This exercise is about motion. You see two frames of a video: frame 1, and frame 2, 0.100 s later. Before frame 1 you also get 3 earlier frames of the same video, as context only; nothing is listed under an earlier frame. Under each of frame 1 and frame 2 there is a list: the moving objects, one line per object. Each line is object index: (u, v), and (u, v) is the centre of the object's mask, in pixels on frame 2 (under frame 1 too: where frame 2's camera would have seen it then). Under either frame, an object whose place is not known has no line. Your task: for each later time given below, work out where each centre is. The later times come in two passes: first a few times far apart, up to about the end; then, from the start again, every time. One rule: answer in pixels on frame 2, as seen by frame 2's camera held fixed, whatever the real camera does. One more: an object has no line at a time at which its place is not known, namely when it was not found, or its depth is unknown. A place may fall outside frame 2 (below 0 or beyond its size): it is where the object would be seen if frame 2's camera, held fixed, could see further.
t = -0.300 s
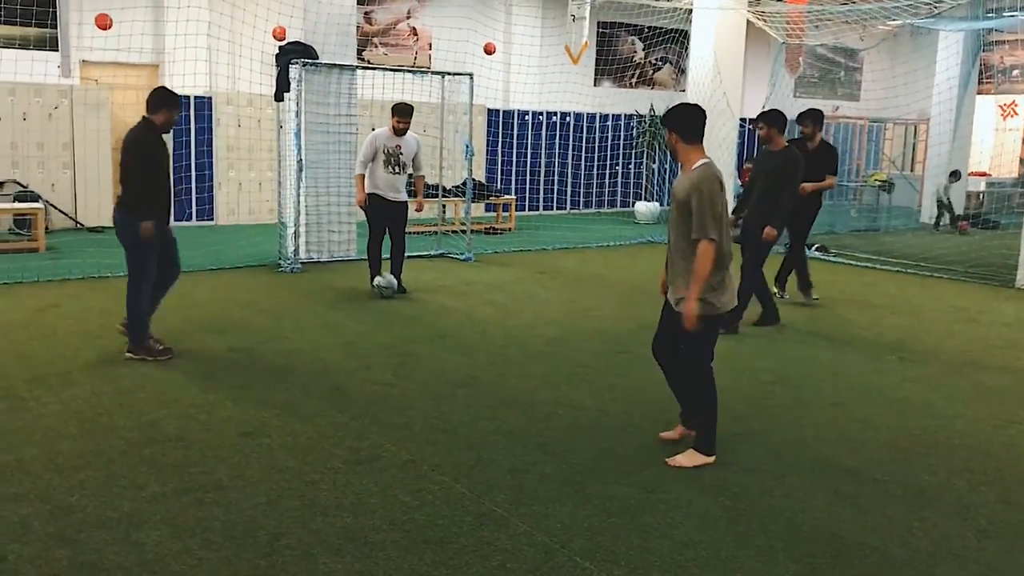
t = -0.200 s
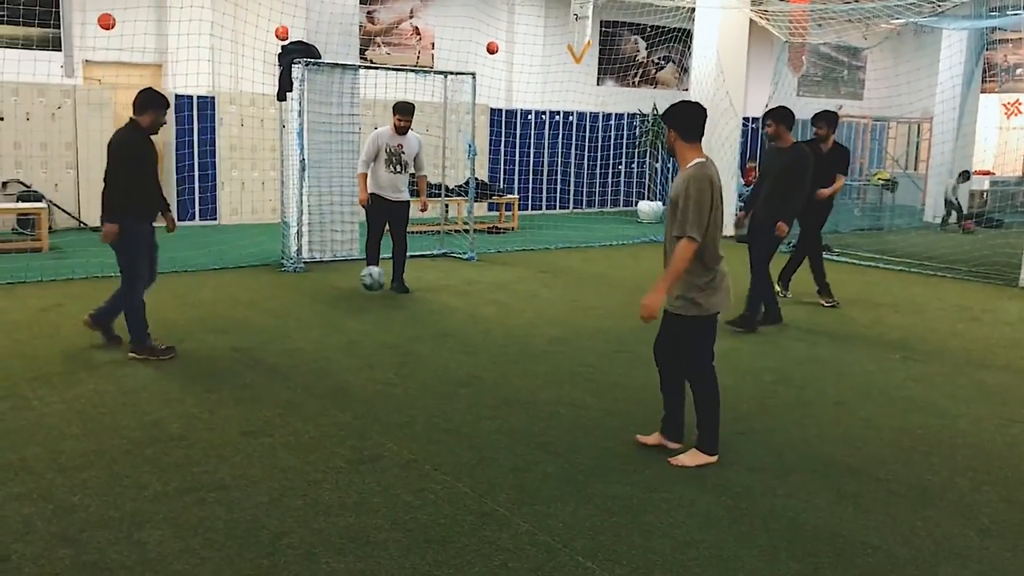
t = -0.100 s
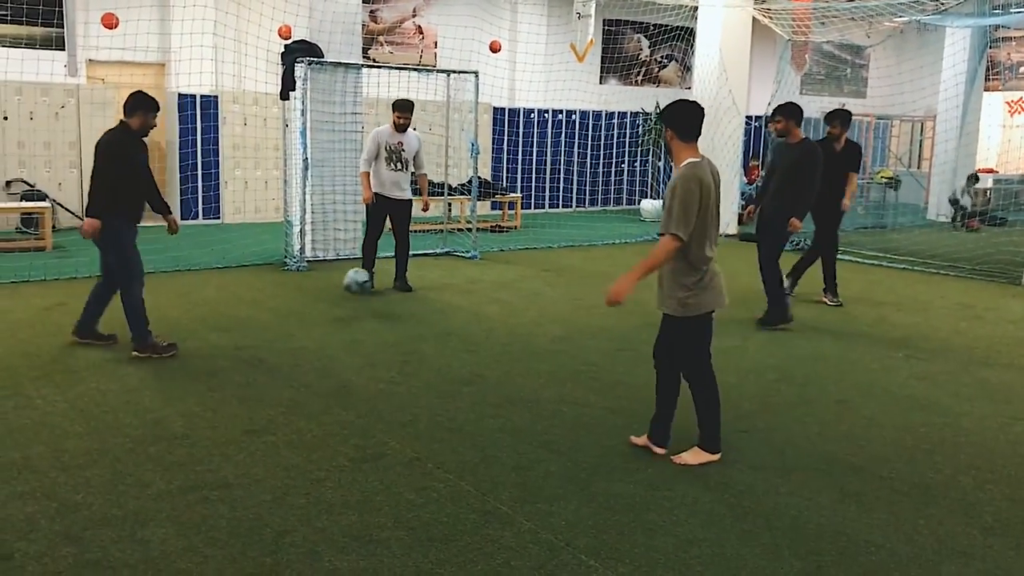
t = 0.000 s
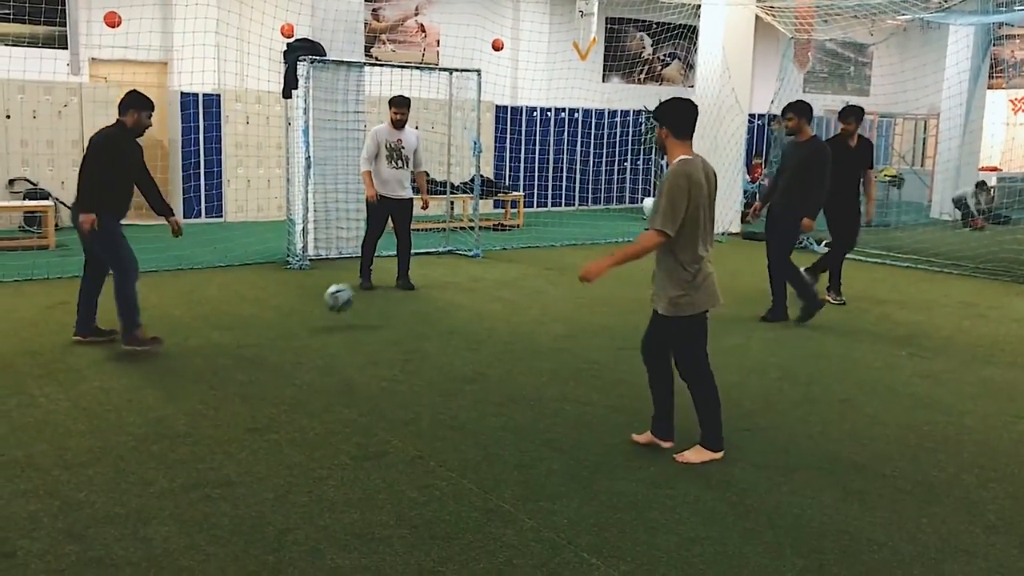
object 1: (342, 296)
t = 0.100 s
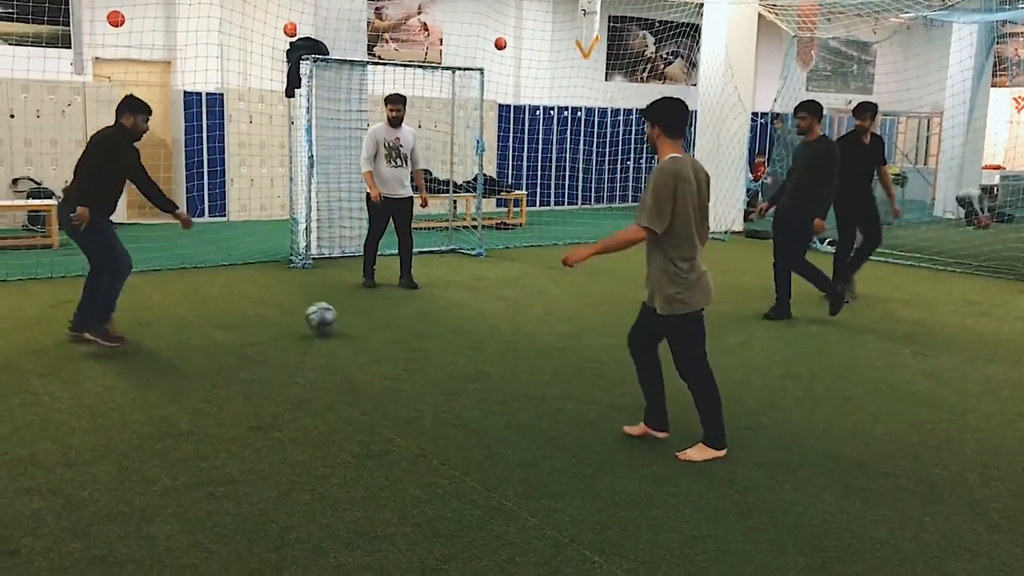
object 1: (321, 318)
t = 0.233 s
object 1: (300, 312)
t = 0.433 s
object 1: (266, 338)
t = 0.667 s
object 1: (218, 363)
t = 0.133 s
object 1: (315, 314)
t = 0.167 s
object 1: (310, 312)
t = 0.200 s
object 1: (306, 311)
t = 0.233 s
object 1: (300, 312)
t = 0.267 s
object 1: (295, 314)
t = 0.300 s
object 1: (290, 318)
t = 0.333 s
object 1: (283, 324)
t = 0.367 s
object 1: (278, 331)
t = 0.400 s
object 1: (273, 341)
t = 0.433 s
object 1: (266, 338)
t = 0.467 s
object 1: (260, 336)
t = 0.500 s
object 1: (252, 337)
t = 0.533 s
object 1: (246, 339)
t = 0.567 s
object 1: (239, 342)
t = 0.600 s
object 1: (233, 348)
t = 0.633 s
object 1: (225, 357)
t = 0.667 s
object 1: (218, 363)
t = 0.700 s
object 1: (210, 361)
